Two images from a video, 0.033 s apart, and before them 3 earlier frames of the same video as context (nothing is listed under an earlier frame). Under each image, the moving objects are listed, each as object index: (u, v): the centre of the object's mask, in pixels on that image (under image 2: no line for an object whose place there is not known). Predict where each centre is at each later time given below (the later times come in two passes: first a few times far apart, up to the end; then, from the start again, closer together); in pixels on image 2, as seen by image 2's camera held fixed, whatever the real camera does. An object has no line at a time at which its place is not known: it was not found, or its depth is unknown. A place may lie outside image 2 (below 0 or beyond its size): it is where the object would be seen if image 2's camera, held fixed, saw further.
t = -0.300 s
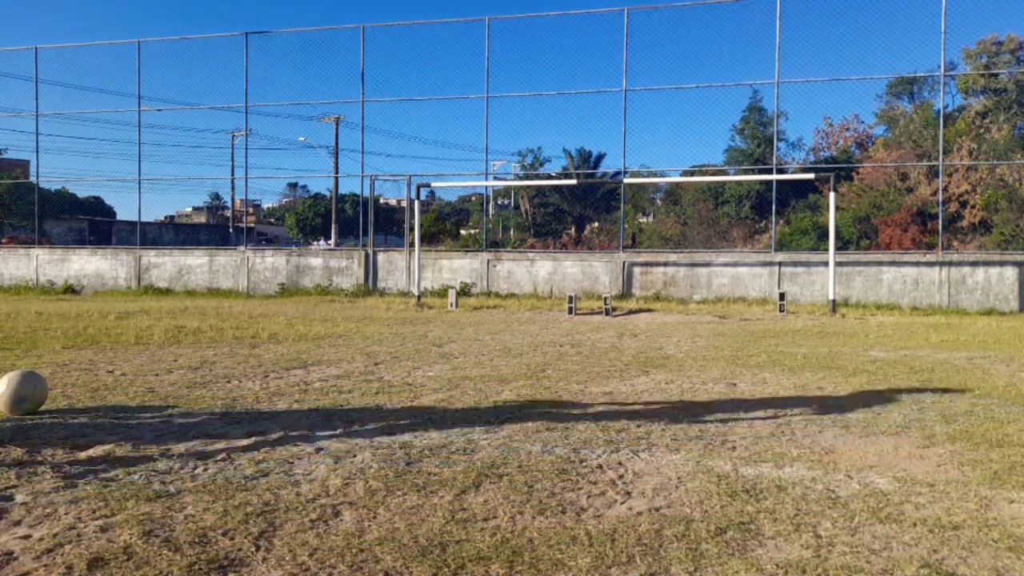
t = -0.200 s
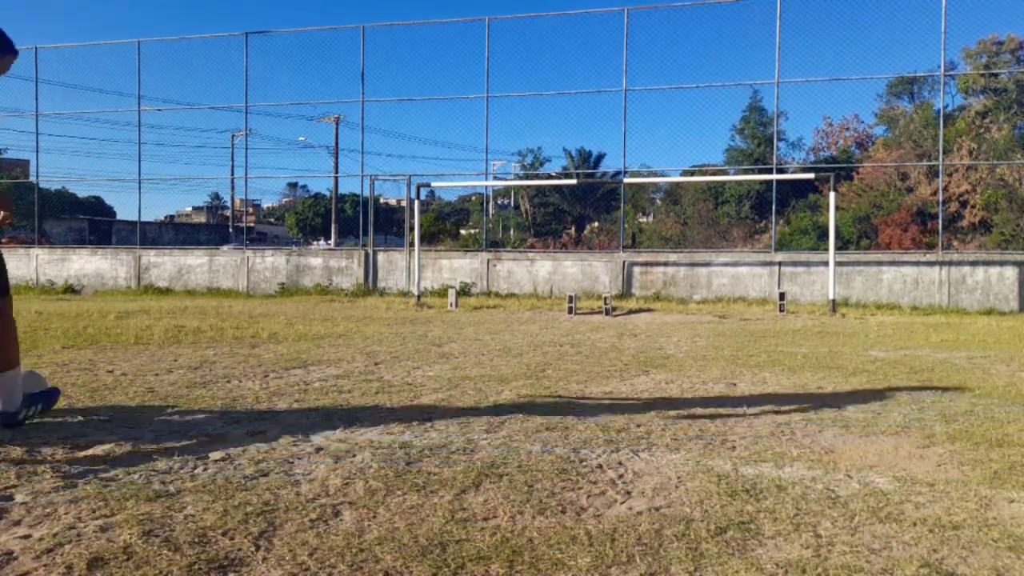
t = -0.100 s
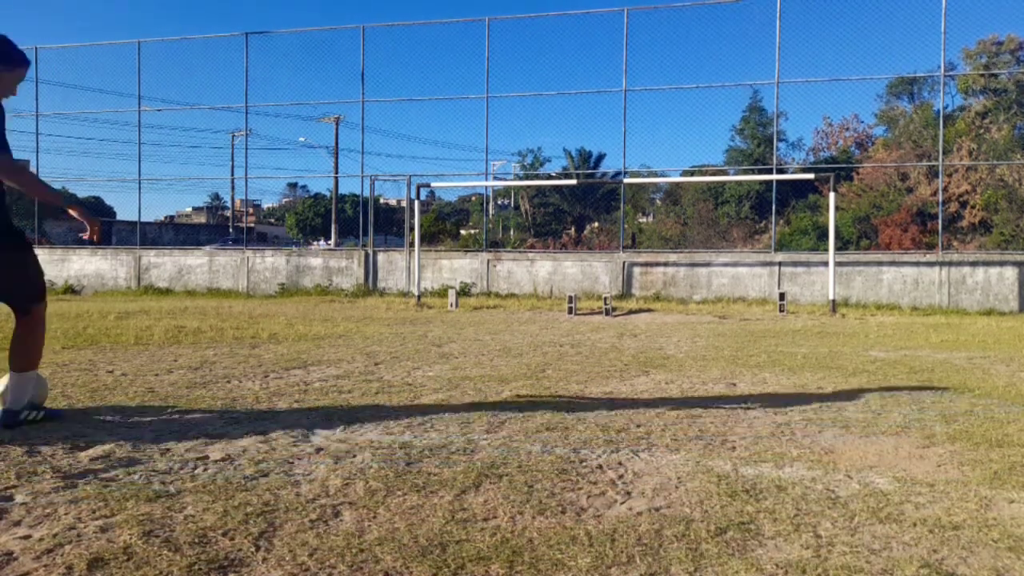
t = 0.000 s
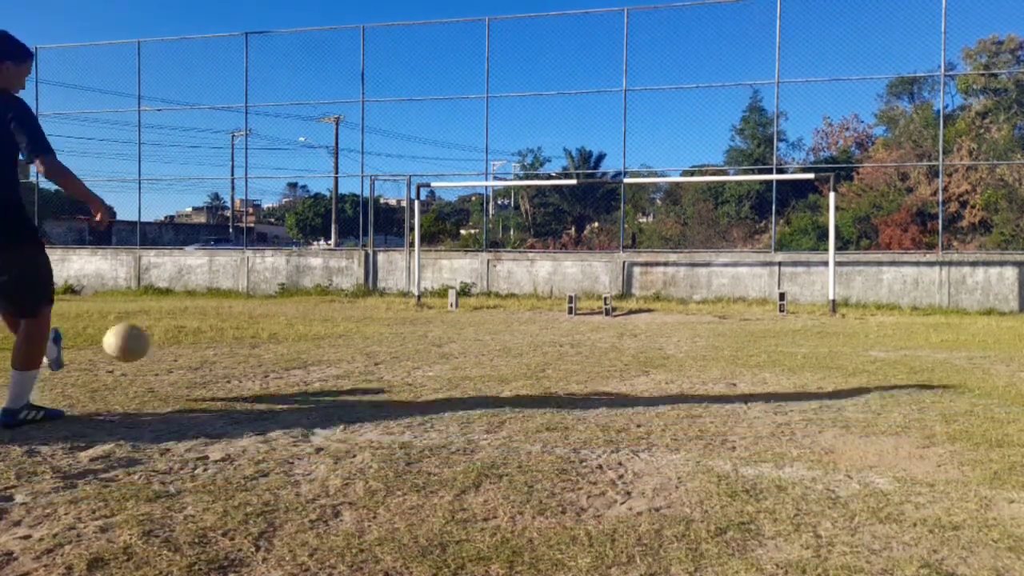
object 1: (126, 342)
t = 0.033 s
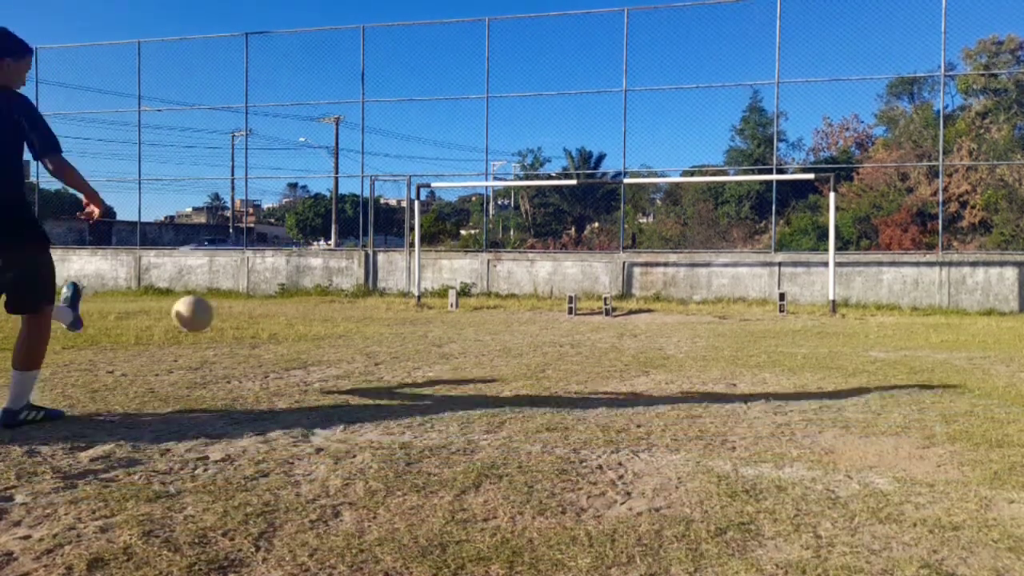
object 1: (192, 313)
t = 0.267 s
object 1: (479, 219)
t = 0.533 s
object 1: (645, 218)
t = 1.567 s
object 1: (698, 270)
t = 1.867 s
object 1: (616, 313)
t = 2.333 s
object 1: (569, 315)
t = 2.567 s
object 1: (539, 313)
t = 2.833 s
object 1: (508, 316)
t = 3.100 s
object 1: (482, 315)
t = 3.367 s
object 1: (456, 316)
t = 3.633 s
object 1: (431, 317)
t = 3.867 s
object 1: (411, 316)
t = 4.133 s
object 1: (391, 317)
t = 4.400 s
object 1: (375, 318)
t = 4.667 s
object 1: (362, 319)
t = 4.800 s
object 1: (357, 319)
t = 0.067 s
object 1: (250, 290)
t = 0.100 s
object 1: (300, 270)
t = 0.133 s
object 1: (344, 255)
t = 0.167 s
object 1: (384, 242)
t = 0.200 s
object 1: (420, 232)
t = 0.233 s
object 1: (451, 225)
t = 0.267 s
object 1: (479, 219)
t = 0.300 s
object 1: (505, 214)
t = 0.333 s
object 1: (532, 212)
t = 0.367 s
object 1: (555, 211)
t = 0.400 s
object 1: (576, 211)
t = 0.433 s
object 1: (595, 212)
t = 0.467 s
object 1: (613, 213)
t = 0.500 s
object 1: (631, 215)
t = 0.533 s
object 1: (645, 218)
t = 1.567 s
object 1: (698, 270)
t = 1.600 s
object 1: (689, 274)
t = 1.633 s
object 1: (678, 278)
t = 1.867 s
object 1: (616, 313)
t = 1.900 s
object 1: (612, 308)
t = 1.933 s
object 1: (609, 305)
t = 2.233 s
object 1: (580, 302)
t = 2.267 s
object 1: (575, 306)
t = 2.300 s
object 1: (571, 310)
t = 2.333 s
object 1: (569, 315)
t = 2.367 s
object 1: (565, 316)
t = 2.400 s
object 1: (560, 314)
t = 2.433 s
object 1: (556, 312)
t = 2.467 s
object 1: (552, 311)
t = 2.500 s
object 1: (548, 311)
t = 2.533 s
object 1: (543, 312)
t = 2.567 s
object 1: (539, 313)
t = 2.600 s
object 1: (535, 315)
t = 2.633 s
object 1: (531, 316)
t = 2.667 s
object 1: (527, 315)
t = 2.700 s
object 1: (523, 314)
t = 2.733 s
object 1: (519, 313)
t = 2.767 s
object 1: (515, 314)
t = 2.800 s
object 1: (512, 315)
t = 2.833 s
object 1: (508, 316)
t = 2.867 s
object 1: (505, 315)
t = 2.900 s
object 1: (502, 313)
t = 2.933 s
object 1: (499, 312)
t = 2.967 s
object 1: (495, 312)
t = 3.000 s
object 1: (492, 313)
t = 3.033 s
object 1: (489, 314)
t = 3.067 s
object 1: (486, 316)
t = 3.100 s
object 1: (482, 315)
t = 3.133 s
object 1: (479, 315)
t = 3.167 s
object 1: (476, 315)
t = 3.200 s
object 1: (473, 316)
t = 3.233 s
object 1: (469, 316)
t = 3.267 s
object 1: (466, 315)
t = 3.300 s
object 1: (463, 315)
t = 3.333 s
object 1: (459, 316)
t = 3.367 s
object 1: (456, 316)
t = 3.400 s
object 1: (453, 316)
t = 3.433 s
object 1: (450, 316)
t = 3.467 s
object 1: (447, 316)
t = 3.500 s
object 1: (444, 317)
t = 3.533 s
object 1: (440, 317)
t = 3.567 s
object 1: (437, 317)
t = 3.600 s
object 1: (434, 317)
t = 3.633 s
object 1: (431, 317)
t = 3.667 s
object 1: (428, 317)
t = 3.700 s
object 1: (425, 317)
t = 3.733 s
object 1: (422, 316)
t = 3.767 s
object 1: (420, 316)
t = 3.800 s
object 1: (417, 316)
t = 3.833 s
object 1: (414, 316)
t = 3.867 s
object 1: (411, 316)
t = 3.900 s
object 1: (406, 316)
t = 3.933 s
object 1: (403, 317)
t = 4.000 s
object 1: (401, 316)
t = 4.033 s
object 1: (398, 317)
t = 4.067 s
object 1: (396, 317)
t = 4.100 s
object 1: (393, 317)
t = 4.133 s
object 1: (391, 317)
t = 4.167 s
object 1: (389, 317)
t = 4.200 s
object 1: (387, 317)
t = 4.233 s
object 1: (385, 317)
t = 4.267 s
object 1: (383, 317)
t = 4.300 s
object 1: (381, 317)
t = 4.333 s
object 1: (379, 318)
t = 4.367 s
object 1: (377, 318)
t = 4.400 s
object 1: (375, 318)
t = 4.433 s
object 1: (374, 318)
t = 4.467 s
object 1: (372, 318)
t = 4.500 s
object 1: (370, 318)
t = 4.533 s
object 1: (368, 318)
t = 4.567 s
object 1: (367, 319)
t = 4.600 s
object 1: (365, 319)
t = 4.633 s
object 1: (363, 319)
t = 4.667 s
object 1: (362, 319)
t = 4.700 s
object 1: (361, 319)
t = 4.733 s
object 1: (360, 319)
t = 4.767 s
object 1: (358, 319)
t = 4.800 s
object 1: (357, 319)
